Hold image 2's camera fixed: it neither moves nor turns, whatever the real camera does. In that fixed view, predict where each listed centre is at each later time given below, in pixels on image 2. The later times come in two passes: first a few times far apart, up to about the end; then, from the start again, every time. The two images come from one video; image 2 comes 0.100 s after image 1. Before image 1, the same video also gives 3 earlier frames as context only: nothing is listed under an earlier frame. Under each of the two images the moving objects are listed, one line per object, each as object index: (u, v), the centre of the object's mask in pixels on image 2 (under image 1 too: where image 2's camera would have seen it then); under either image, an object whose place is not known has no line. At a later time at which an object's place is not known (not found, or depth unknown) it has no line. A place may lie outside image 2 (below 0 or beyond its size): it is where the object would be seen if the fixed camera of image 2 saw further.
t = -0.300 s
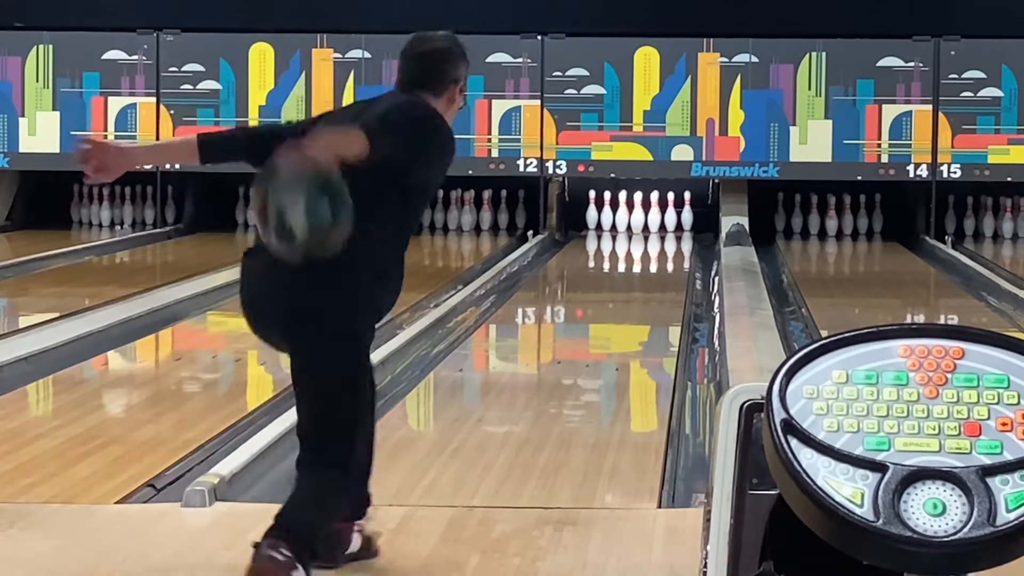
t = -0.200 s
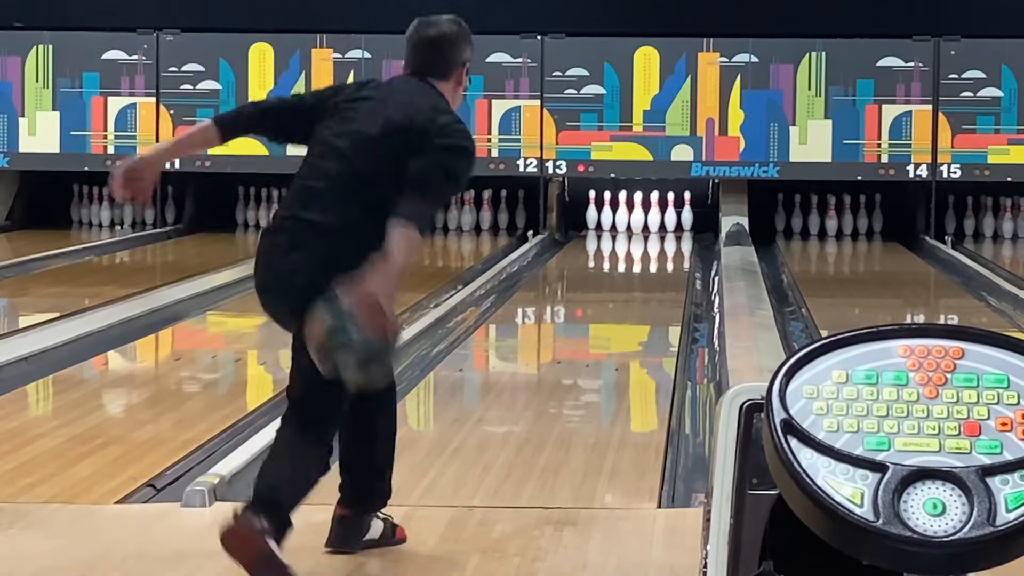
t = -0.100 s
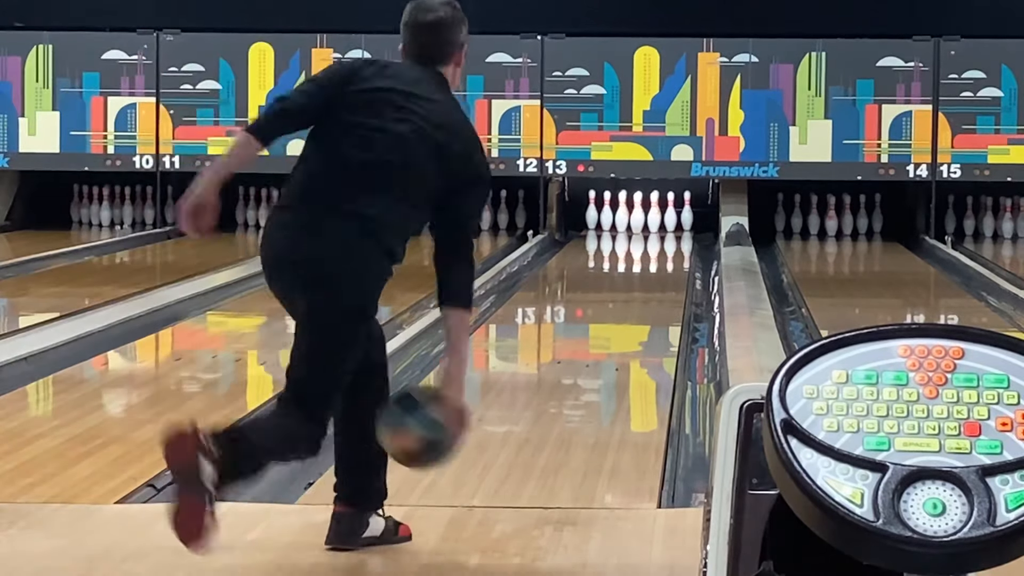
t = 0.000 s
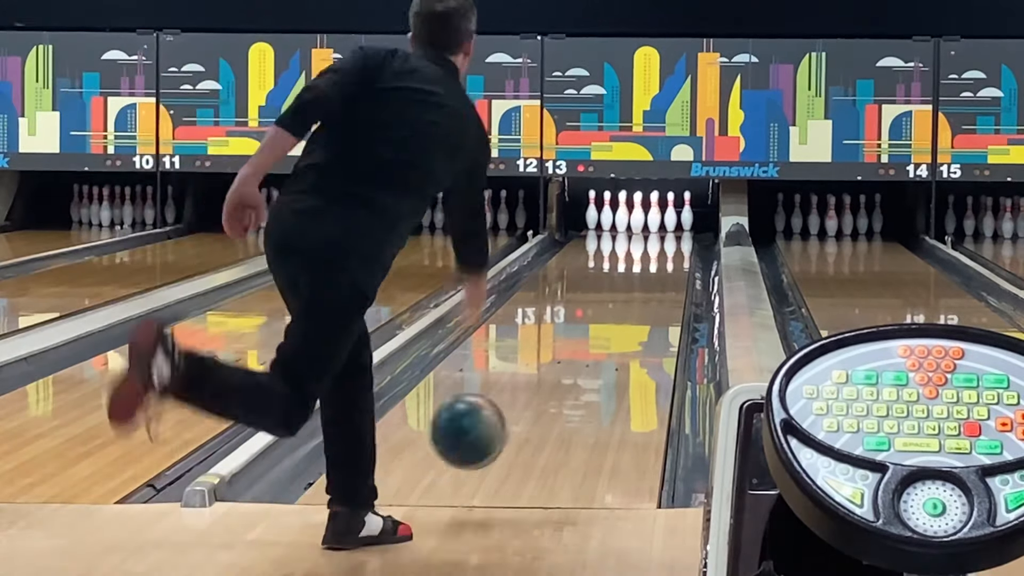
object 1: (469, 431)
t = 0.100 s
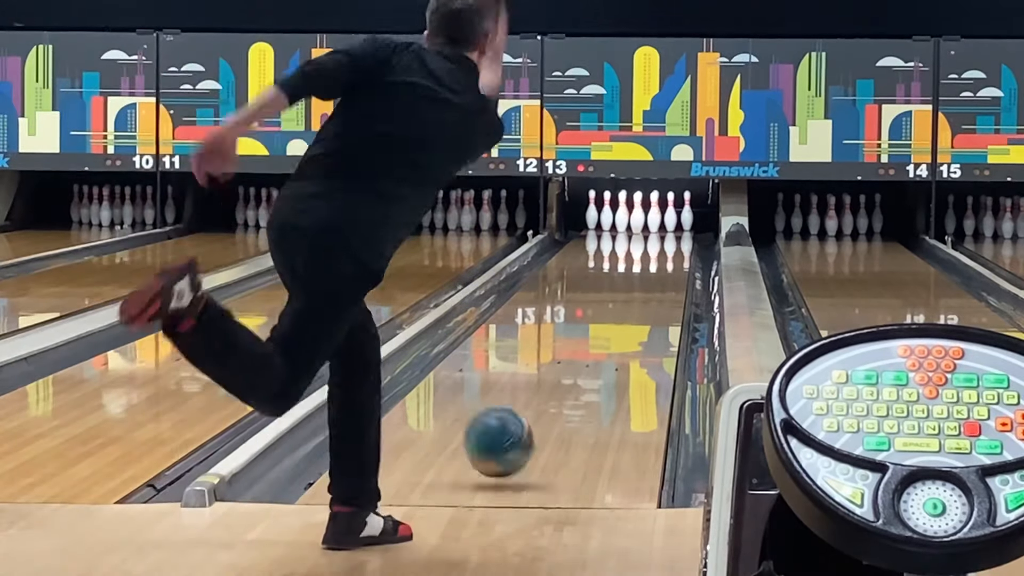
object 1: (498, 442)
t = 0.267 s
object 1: (539, 409)
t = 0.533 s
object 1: (582, 361)
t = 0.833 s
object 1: (614, 322)
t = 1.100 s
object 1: (635, 298)
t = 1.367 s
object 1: (648, 277)
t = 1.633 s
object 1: (657, 262)
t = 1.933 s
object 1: (662, 247)
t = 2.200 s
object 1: (660, 237)
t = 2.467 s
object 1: (653, 230)
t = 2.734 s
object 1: (646, 222)
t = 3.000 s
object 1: (647, 219)
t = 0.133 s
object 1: (507, 441)
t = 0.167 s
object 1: (516, 431)
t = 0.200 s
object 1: (524, 424)
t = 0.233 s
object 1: (531, 417)
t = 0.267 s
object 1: (539, 409)
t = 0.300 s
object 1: (544, 402)
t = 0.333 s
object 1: (551, 395)
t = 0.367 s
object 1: (556, 391)
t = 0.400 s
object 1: (562, 383)
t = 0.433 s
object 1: (568, 377)
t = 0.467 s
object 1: (573, 371)
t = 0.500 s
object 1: (577, 366)
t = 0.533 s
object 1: (582, 361)
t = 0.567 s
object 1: (586, 356)
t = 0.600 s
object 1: (590, 351)
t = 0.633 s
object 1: (594, 346)
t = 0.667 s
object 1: (598, 341)
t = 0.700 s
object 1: (602, 338)
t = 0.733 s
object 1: (605, 334)
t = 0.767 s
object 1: (608, 329)
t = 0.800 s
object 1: (611, 326)
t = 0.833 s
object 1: (614, 322)
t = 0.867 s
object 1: (617, 319)
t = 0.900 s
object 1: (619, 316)
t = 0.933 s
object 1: (623, 313)
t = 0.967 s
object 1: (625, 310)
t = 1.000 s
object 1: (628, 307)
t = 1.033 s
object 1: (630, 304)
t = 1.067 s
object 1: (631, 301)
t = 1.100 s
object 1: (635, 298)
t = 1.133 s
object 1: (636, 294)
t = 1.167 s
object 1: (637, 292)
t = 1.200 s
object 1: (639, 290)
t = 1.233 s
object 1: (641, 288)
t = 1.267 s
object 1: (642, 285)
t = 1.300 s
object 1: (645, 282)
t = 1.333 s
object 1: (646, 279)
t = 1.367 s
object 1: (648, 277)
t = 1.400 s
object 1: (650, 276)
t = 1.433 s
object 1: (650, 274)
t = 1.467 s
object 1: (652, 271)
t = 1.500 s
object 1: (653, 270)
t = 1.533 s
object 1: (654, 267)
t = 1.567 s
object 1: (655, 266)
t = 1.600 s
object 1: (656, 264)
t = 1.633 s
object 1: (657, 262)
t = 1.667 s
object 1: (658, 260)
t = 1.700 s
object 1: (659, 258)
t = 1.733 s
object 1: (659, 257)
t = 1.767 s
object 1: (659, 255)
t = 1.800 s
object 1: (660, 253)
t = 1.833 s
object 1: (661, 252)
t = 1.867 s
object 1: (661, 250)
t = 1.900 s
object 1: (661, 248)
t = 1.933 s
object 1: (662, 247)
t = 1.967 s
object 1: (662, 246)
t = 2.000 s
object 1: (662, 245)
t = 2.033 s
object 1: (662, 243)
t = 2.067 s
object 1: (662, 242)
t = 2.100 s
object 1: (661, 241)
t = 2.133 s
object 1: (661, 239)
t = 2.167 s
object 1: (660, 238)
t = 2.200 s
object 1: (660, 237)
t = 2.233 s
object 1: (659, 236)
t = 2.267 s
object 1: (659, 235)
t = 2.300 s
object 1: (657, 234)
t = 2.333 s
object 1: (656, 233)
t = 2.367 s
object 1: (655, 232)
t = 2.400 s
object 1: (655, 231)
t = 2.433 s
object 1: (654, 230)
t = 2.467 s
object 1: (653, 230)
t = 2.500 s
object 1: (652, 229)
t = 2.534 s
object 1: (651, 227)
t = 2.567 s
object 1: (649, 226)
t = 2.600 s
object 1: (648, 225)
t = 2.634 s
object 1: (646, 224)
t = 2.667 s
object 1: (645, 223)
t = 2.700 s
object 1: (646, 223)
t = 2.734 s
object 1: (646, 222)
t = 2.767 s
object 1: (646, 222)
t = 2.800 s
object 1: (645, 222)
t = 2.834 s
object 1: (646, 221)
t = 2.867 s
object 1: (646, 221)
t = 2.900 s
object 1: (646, 221)
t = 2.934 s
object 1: (646, 220)
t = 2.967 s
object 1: (647, 220)
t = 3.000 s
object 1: (647, 219)
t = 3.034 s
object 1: (647, 219)
